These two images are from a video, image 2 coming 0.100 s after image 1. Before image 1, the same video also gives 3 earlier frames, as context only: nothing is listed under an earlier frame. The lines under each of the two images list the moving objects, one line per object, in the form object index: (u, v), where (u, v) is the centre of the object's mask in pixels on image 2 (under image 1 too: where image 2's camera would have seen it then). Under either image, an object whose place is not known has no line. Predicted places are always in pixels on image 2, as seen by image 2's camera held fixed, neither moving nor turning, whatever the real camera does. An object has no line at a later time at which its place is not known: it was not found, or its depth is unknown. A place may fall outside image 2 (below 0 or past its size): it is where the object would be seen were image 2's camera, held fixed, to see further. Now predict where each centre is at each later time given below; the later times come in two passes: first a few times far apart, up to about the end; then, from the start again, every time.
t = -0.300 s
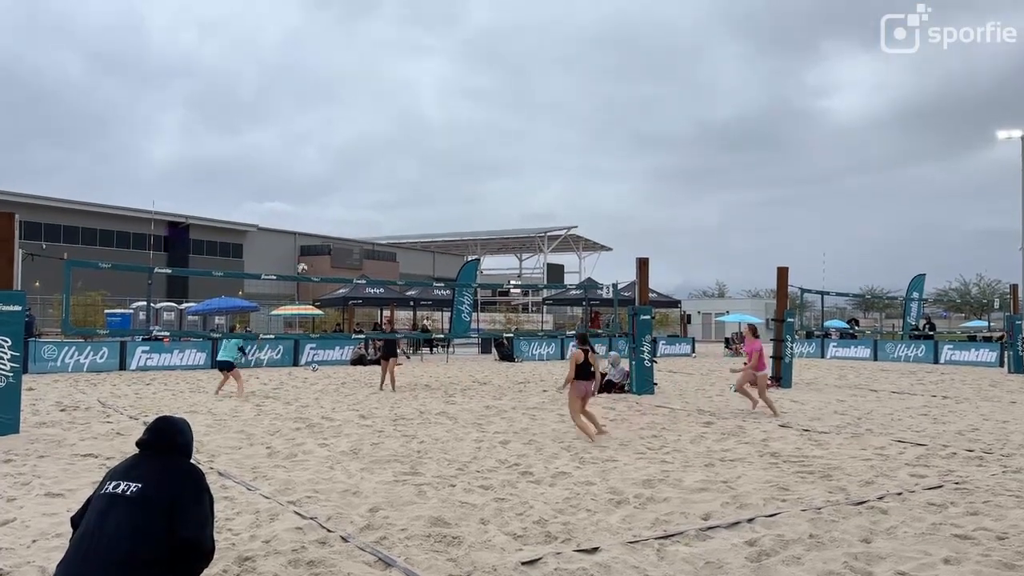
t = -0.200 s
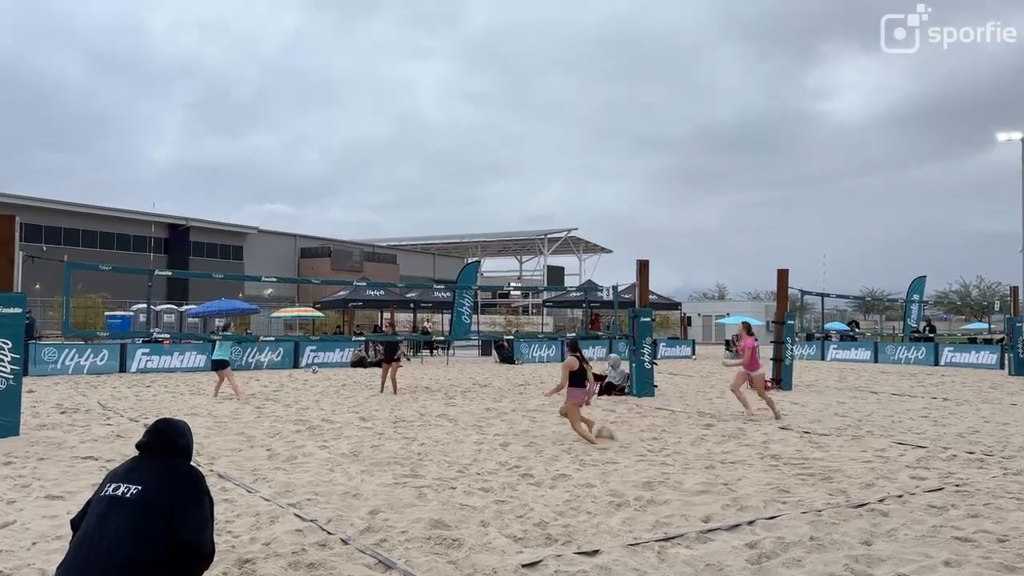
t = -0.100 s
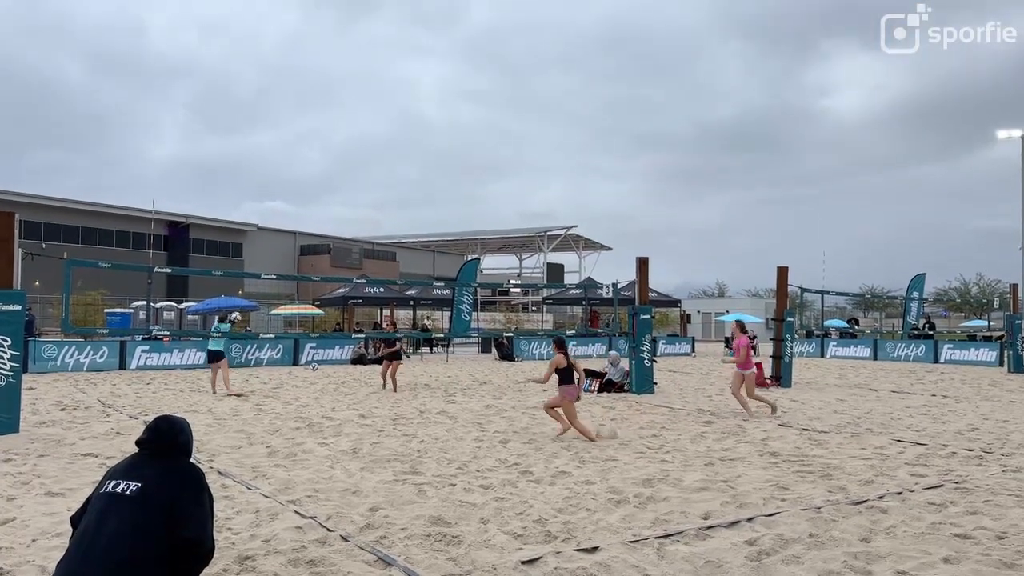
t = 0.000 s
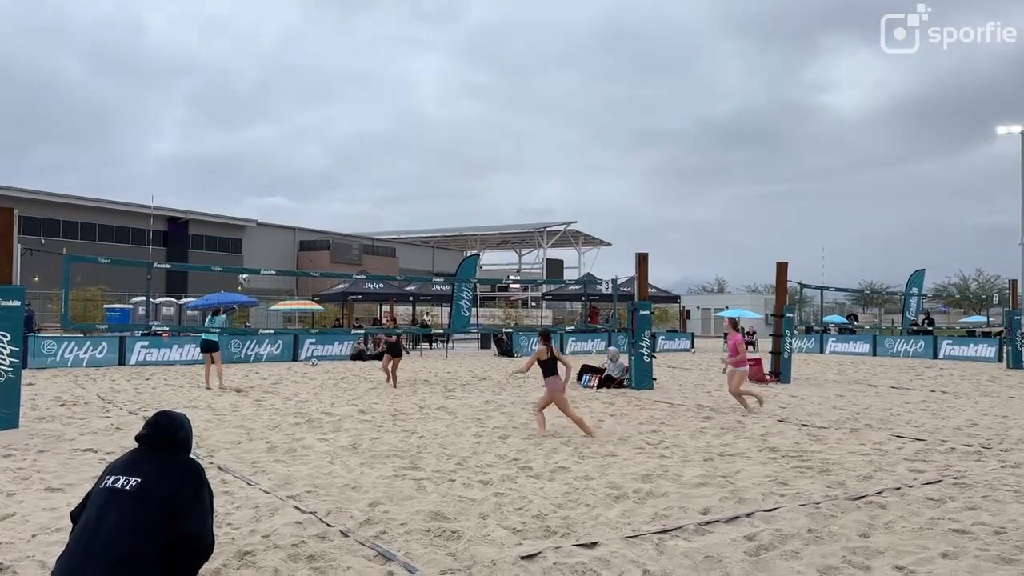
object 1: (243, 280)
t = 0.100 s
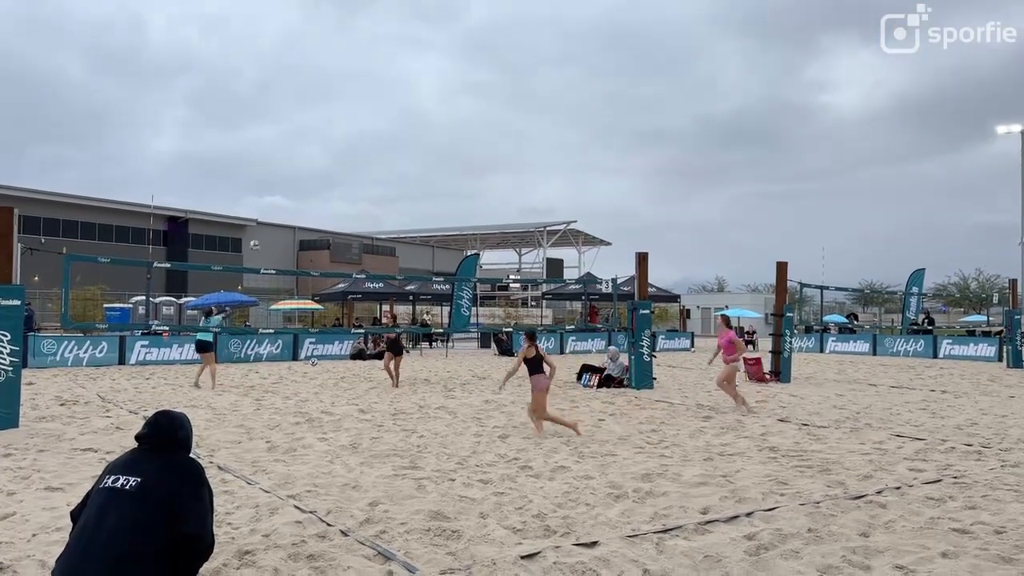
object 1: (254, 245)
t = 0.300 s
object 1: (277, 194)
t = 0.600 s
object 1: (312, 152)
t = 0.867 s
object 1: (343, 151)
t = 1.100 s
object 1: (371, 179)
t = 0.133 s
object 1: (258, 235)
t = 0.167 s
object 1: (261, 226)
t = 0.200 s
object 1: (265, 218)
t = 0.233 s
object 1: (269, 210)
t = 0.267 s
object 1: (273, 202)
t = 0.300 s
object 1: (277, 194)
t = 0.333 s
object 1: (281, 188)
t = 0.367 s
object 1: (285, 181)
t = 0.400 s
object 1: (288, 175)
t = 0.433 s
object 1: (292, 170)
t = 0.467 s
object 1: (296, 166)
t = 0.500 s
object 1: (300, 161)
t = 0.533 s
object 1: (304, 158)
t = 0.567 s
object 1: (308, 155)
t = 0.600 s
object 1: (312, 152)
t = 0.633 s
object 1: (315, 150)
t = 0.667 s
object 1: (319, 149)
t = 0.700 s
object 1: (323, 148)
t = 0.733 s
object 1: (327, 147)
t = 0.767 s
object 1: (331, 147)
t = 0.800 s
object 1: (335, 148)
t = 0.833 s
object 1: (339, 149)
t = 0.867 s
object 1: (343, 151)
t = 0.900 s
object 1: (347, 153)
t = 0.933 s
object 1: (351, 156)
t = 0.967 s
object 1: (355, 159)
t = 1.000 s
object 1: (359, 163)
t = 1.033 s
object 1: (363, 168)
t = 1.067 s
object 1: (367, 173)
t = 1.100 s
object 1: (371, 179)
